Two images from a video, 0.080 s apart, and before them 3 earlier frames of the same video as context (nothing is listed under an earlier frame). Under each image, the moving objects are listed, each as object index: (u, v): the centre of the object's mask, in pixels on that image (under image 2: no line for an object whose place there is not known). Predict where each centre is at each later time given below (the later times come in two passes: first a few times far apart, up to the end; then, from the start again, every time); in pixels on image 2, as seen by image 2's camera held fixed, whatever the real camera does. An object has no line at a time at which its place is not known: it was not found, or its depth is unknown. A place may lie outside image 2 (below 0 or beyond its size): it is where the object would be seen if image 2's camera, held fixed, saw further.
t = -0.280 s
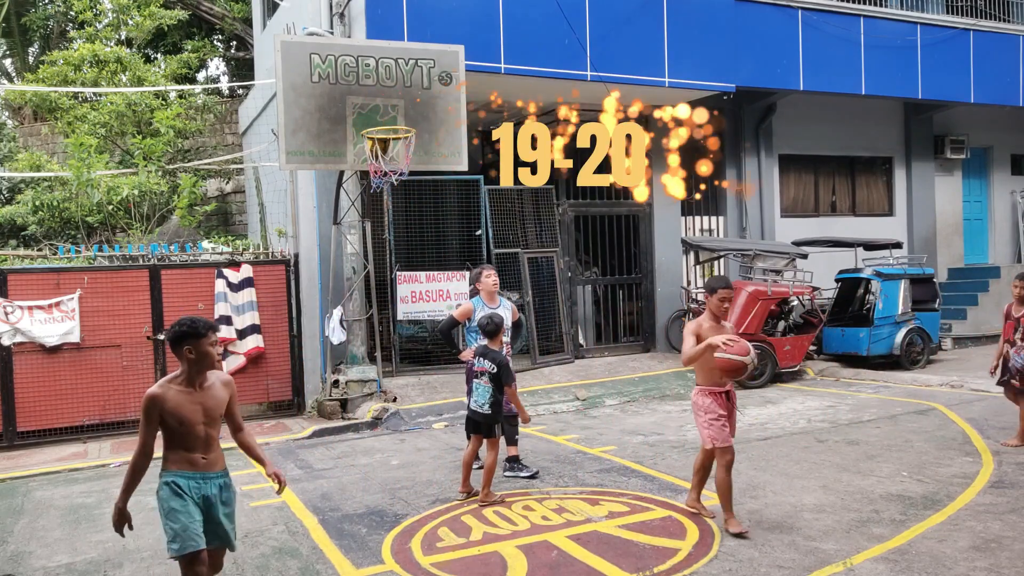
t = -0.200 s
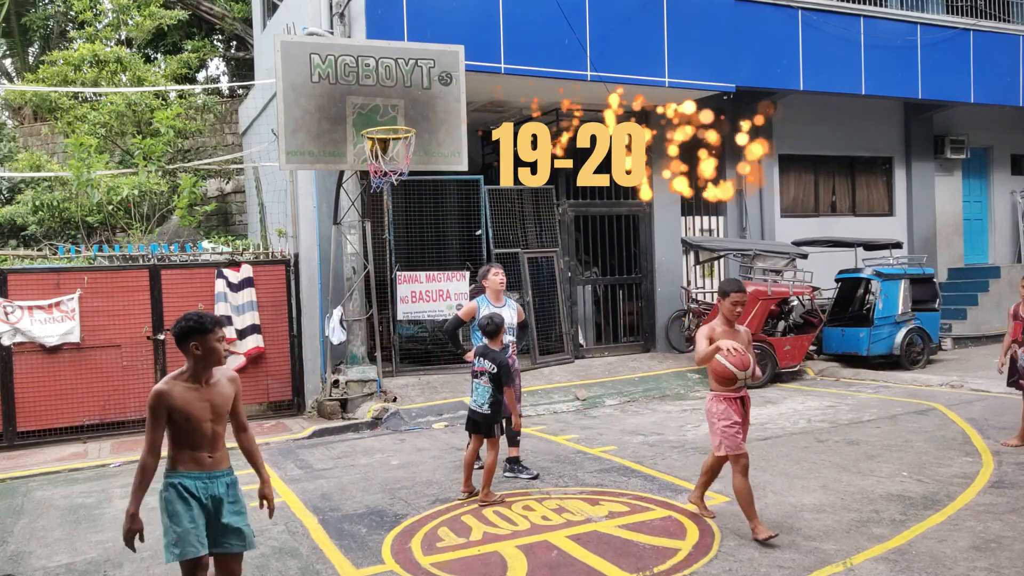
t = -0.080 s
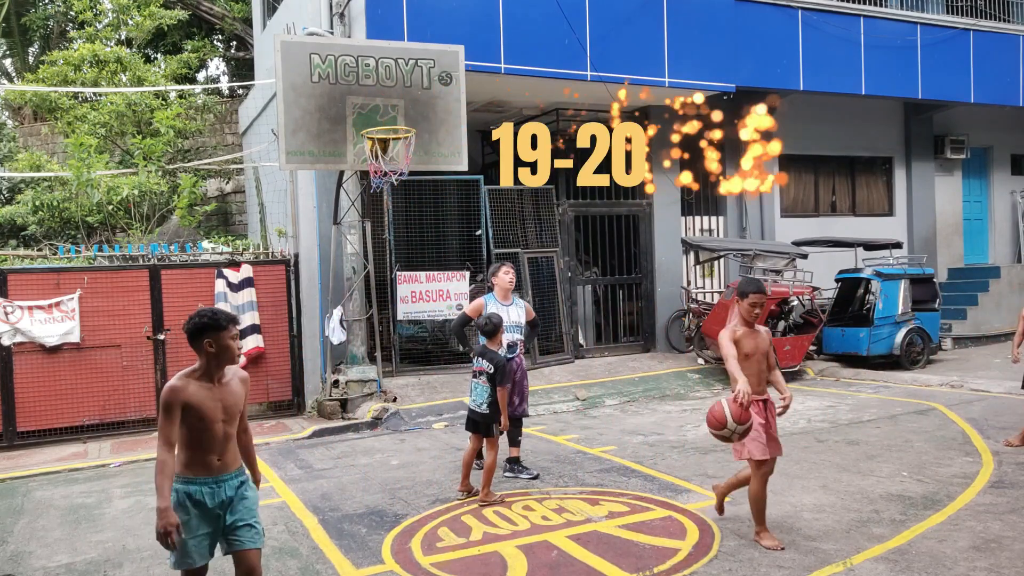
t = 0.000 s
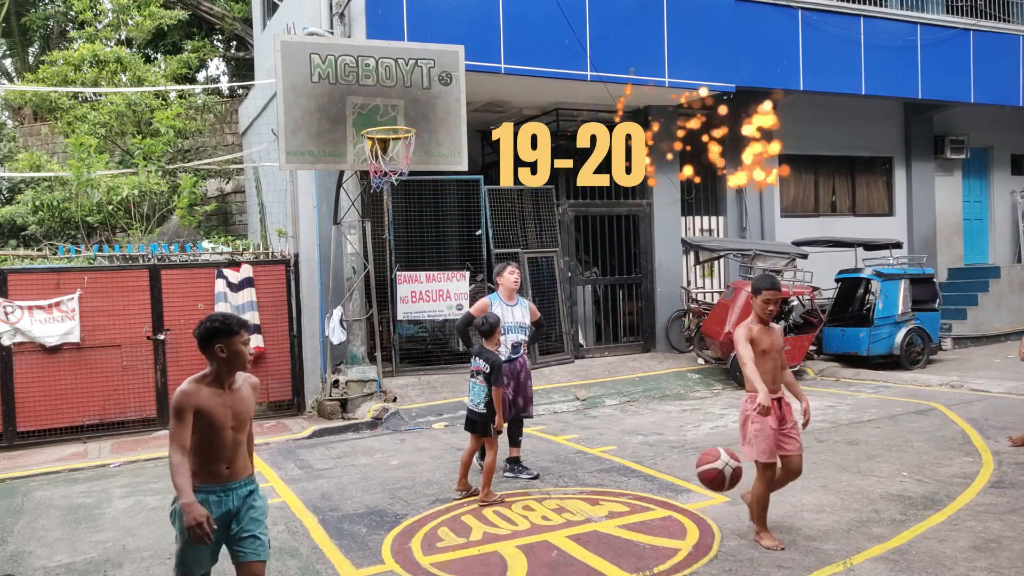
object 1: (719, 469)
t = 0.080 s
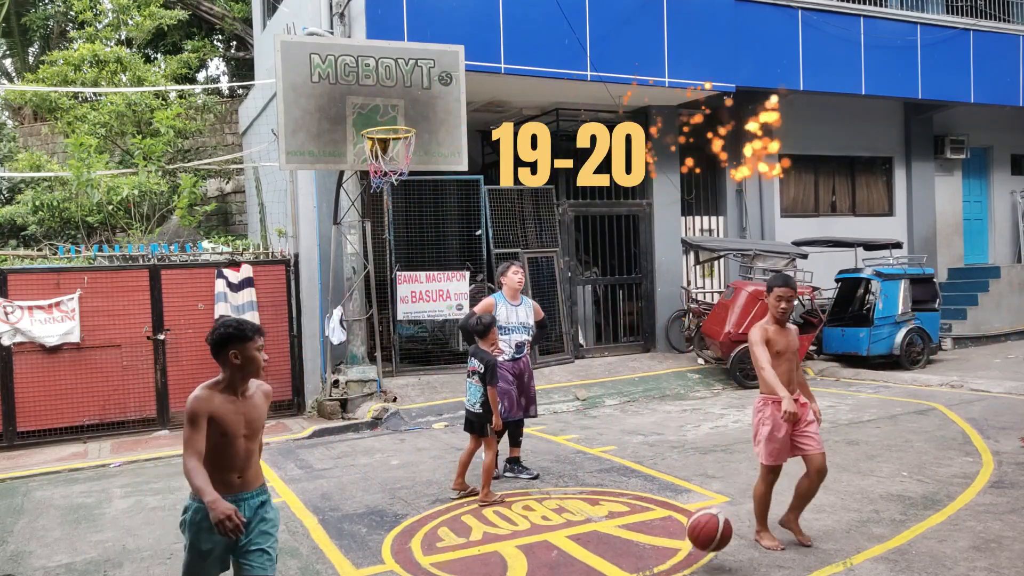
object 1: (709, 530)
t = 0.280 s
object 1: (686, 447)
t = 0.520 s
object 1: (663, 400)
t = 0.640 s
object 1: (655, 419)
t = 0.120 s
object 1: (705, 544)
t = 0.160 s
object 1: (700, 515)
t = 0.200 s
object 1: (695, 488)
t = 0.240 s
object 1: (691, 466)
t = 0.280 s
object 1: (686, 447)
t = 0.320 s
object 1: (682, 431)
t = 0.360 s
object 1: (678, 418)
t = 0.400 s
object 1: (674, 409)
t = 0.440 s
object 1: (670, 403)
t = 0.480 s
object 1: (667, 400)
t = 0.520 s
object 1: (663, 400)
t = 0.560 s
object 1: (660, 403)
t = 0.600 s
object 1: (658, 410)
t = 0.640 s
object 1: (655, 419)
